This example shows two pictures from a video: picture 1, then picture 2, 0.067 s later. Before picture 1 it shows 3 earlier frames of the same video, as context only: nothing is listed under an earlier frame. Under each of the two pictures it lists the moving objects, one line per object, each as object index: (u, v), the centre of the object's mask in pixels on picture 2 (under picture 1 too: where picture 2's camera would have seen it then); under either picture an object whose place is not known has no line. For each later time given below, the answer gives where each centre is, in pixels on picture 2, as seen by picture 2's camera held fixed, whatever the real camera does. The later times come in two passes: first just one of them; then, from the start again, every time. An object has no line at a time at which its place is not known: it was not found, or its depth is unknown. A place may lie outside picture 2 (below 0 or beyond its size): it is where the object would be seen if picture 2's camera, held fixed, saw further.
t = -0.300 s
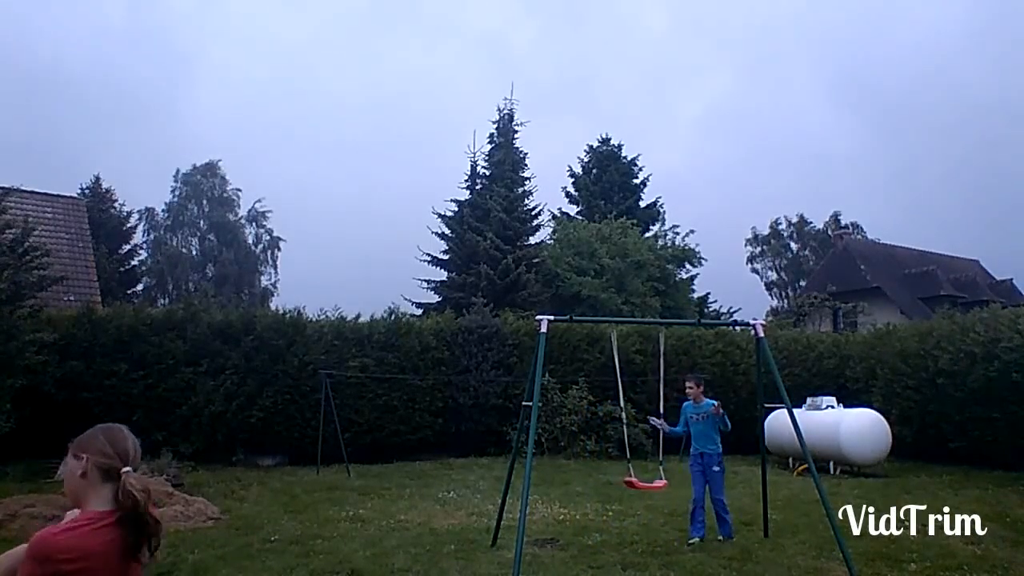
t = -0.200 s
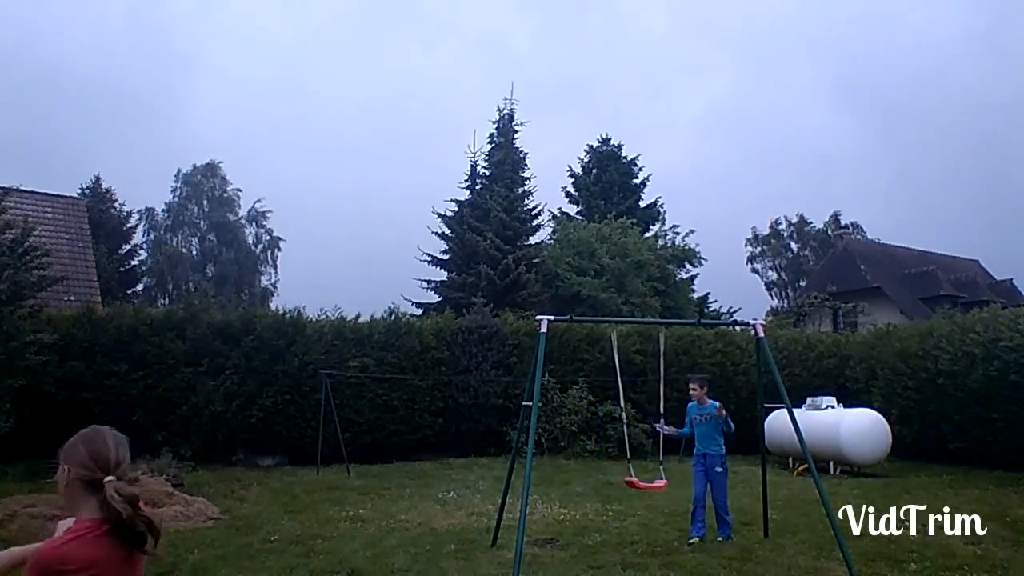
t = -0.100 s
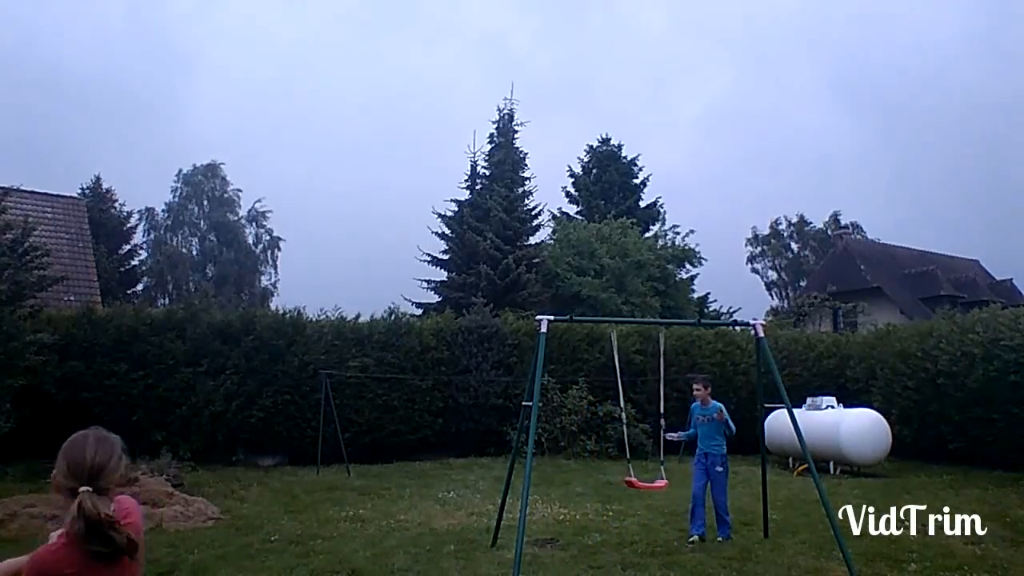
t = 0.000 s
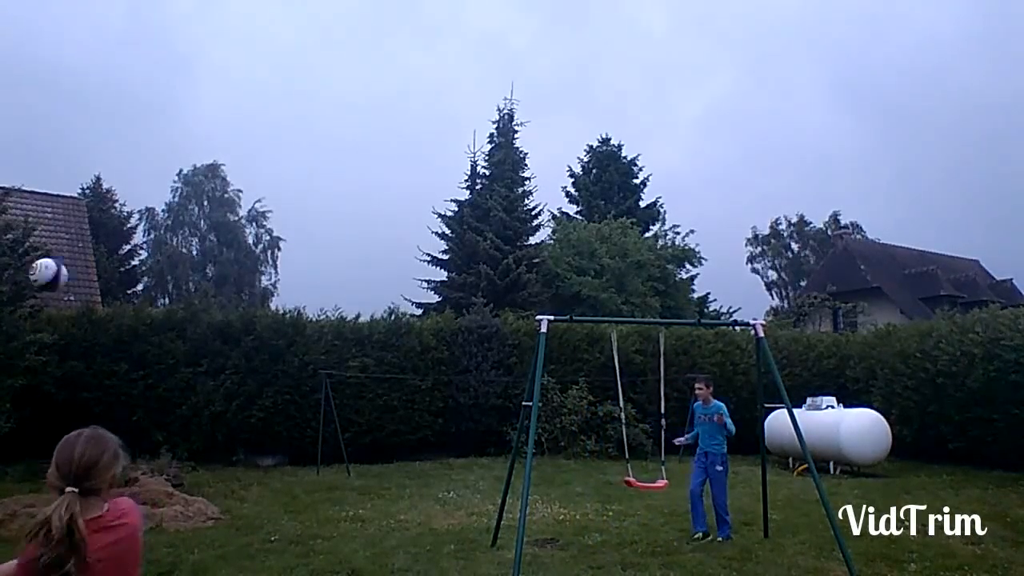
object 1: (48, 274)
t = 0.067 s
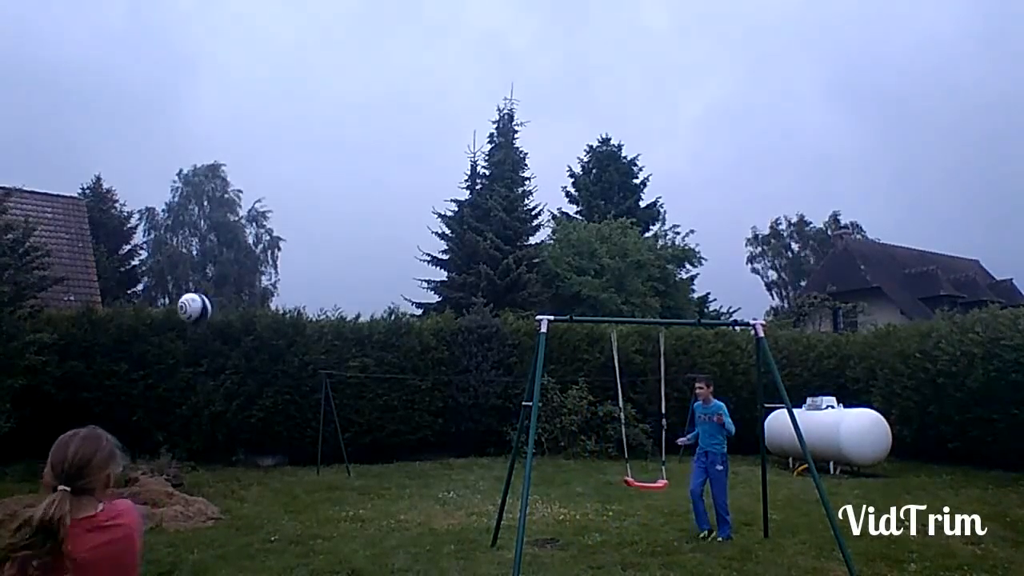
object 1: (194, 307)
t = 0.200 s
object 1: (437, 378)
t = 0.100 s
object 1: (260, 324)
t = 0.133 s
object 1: (322, 342)
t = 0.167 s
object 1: (382, 359)
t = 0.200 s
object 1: (437, 378)
